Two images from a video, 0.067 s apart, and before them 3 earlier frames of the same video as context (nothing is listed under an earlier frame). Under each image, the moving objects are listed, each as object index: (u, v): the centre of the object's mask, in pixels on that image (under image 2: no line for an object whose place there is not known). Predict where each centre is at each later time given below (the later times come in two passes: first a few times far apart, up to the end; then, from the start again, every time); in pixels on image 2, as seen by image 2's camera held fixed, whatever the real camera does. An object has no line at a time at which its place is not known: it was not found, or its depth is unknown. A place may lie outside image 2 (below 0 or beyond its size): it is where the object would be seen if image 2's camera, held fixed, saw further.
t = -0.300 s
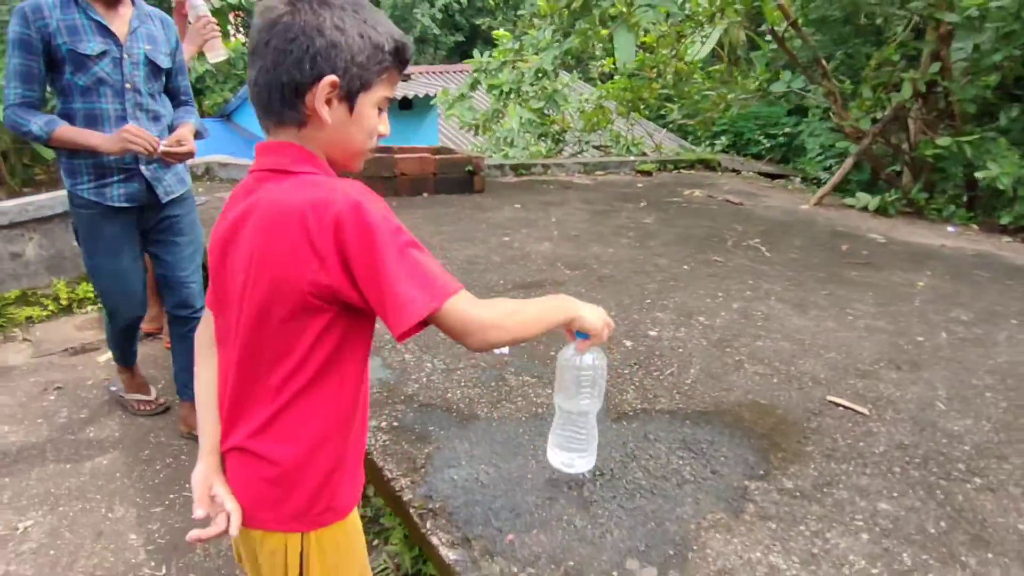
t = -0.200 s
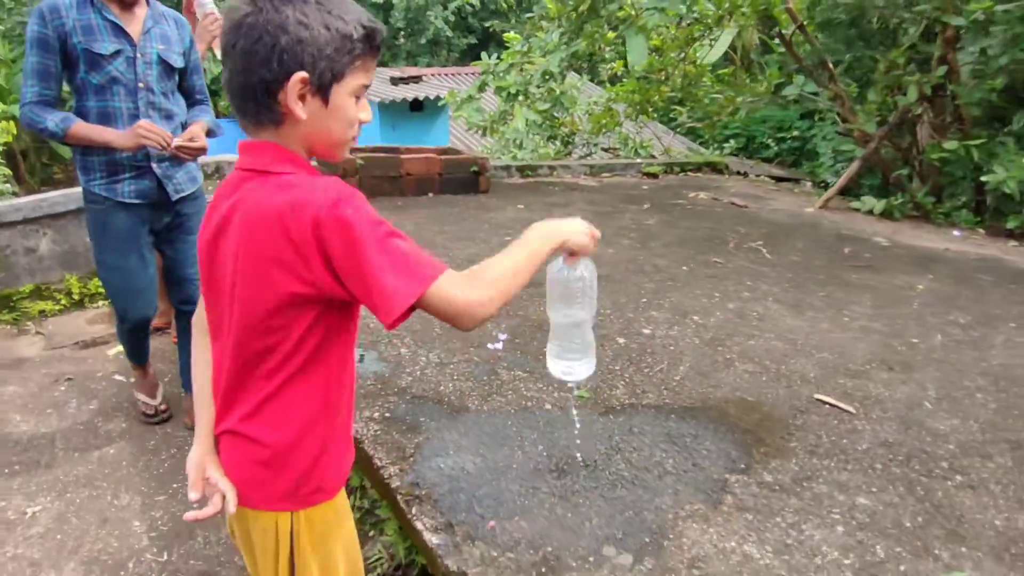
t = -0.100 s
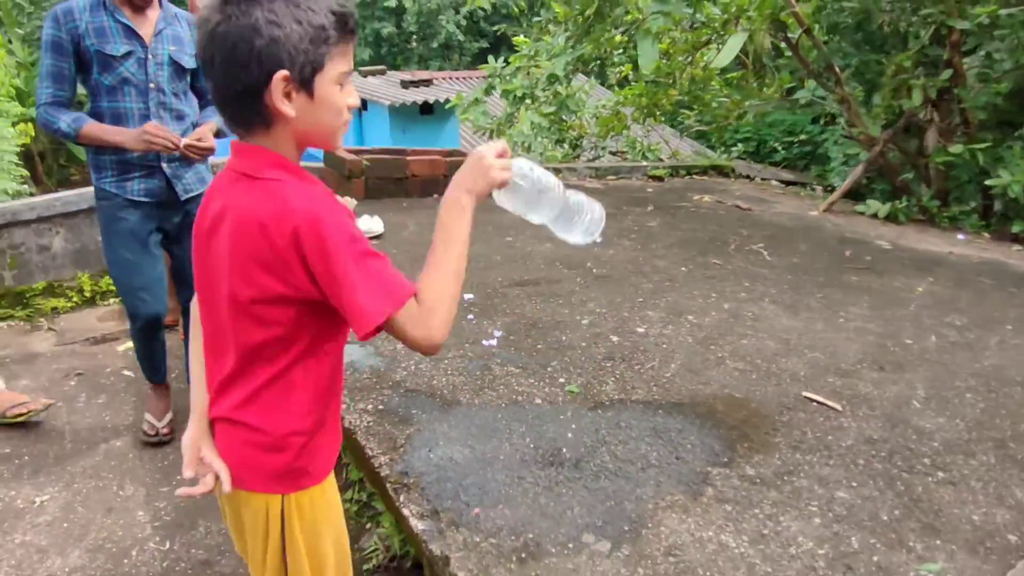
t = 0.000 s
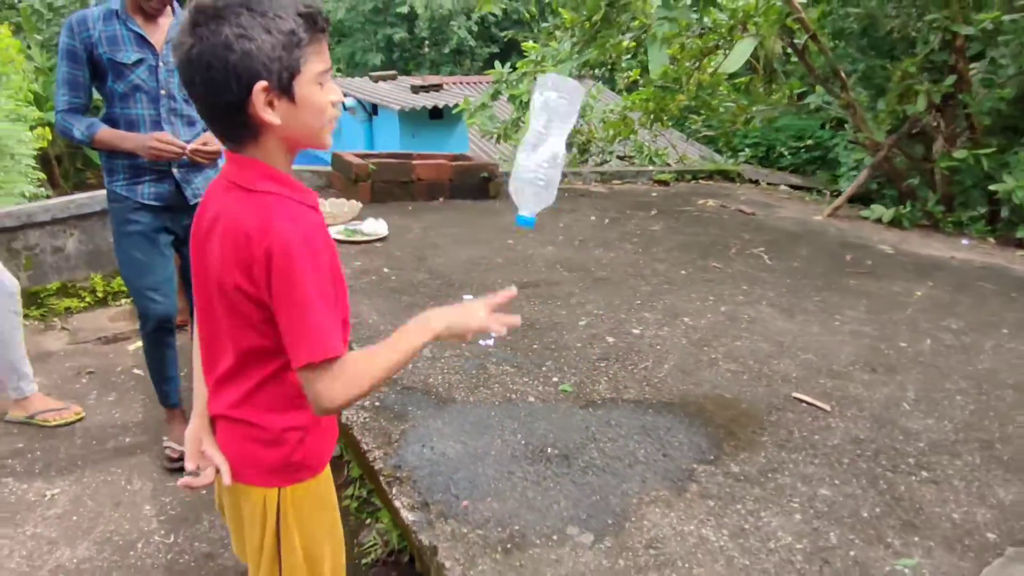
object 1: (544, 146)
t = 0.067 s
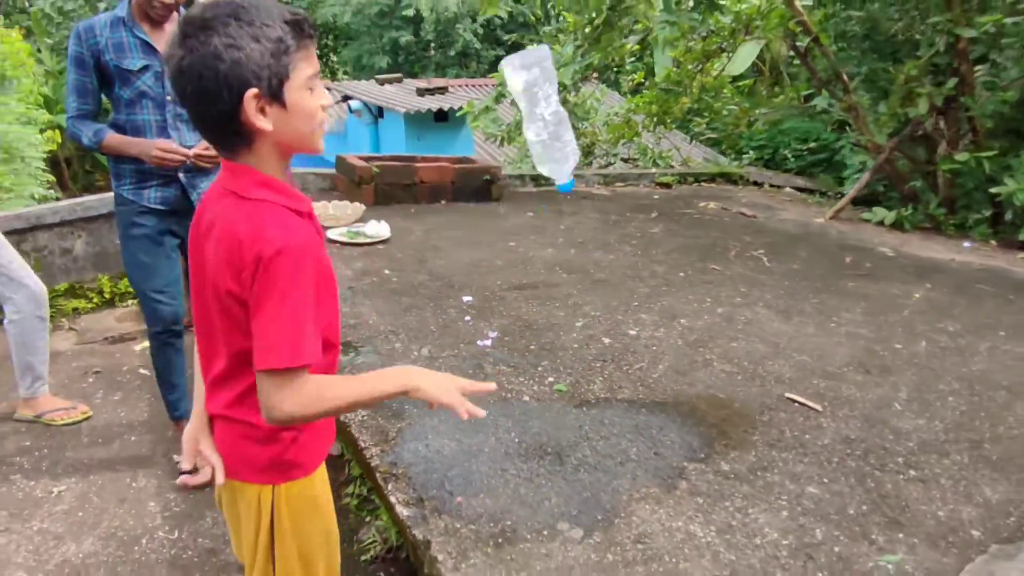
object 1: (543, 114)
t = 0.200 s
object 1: (516, 136)
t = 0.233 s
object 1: (514, 159)
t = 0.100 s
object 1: (536, 108)
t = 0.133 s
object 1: (529, 111)
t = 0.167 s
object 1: (523, 120)
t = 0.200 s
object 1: (516, 136)
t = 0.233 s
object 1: (514, 159)
